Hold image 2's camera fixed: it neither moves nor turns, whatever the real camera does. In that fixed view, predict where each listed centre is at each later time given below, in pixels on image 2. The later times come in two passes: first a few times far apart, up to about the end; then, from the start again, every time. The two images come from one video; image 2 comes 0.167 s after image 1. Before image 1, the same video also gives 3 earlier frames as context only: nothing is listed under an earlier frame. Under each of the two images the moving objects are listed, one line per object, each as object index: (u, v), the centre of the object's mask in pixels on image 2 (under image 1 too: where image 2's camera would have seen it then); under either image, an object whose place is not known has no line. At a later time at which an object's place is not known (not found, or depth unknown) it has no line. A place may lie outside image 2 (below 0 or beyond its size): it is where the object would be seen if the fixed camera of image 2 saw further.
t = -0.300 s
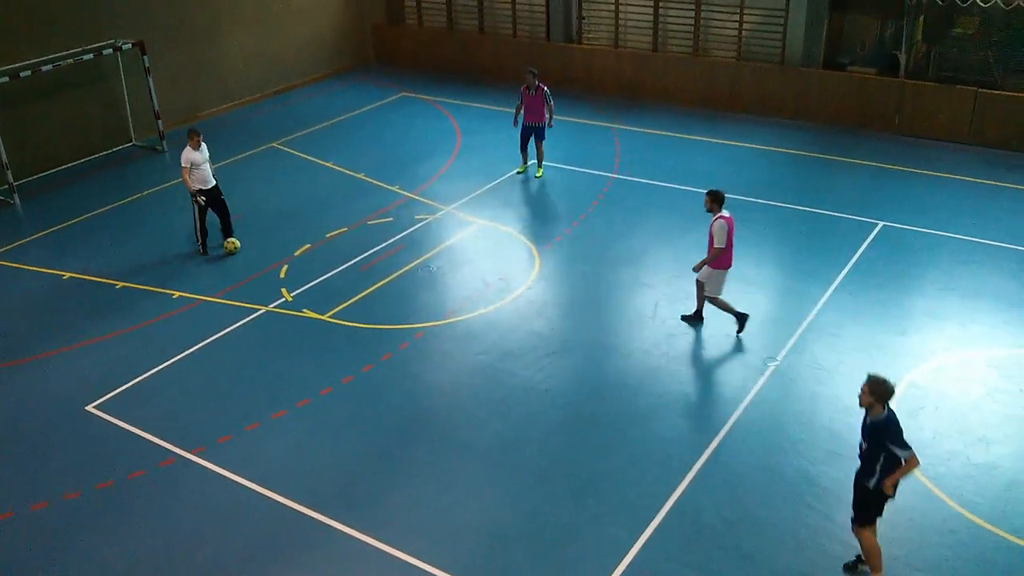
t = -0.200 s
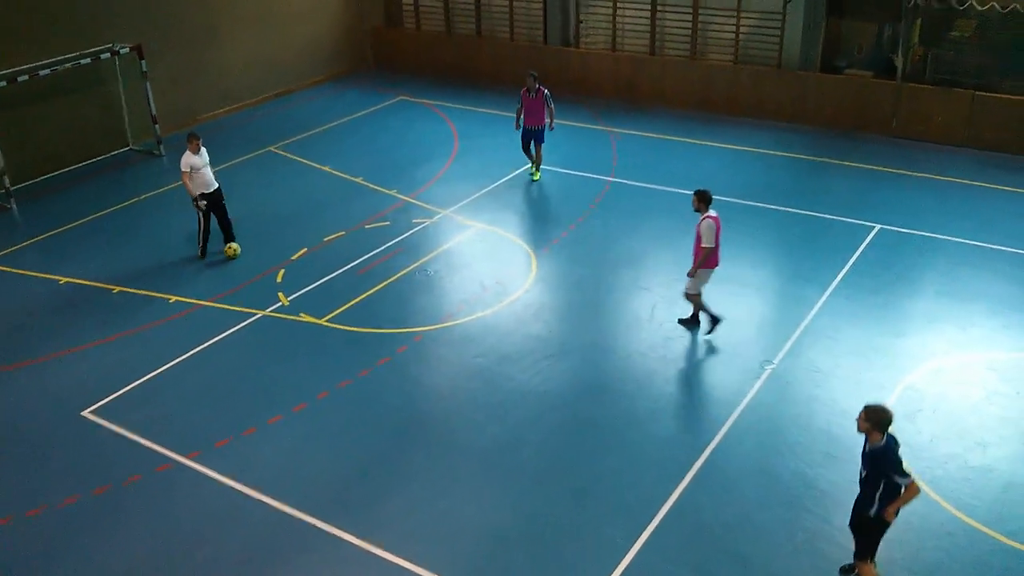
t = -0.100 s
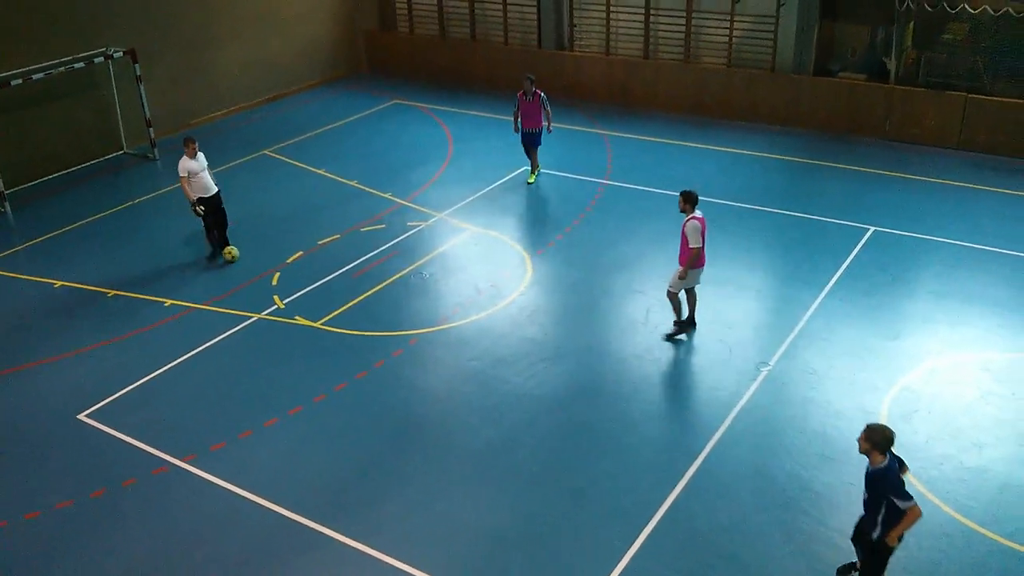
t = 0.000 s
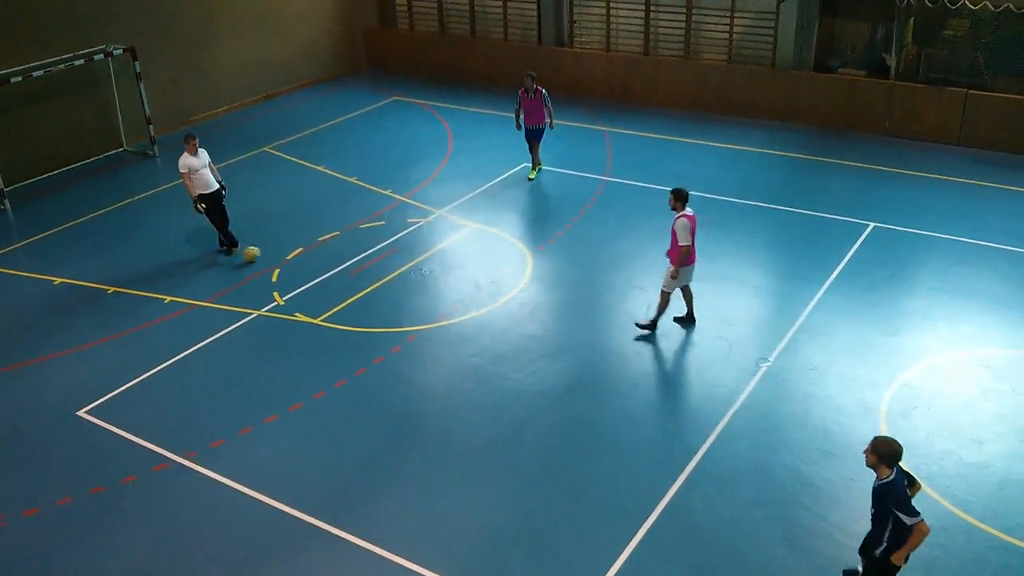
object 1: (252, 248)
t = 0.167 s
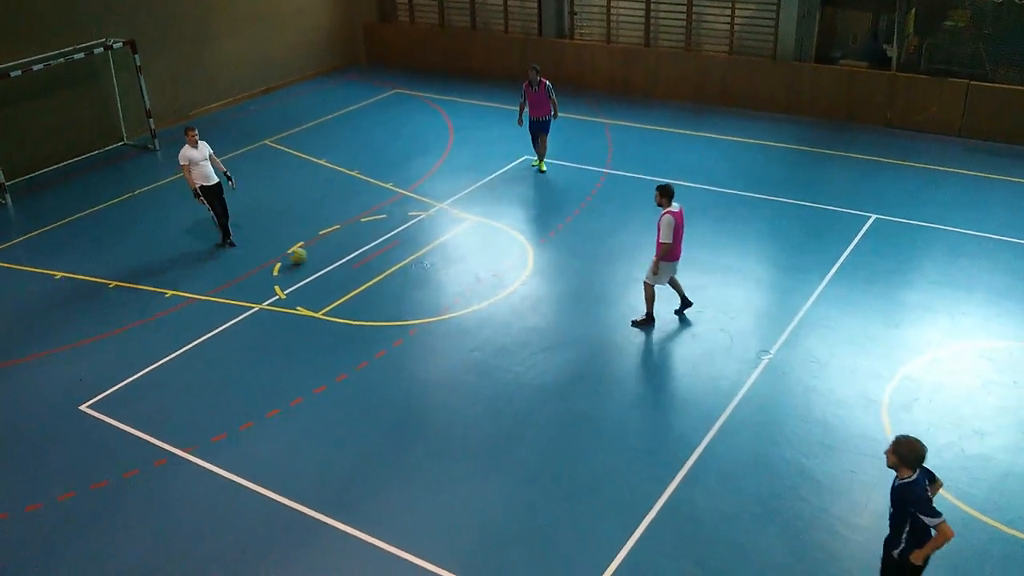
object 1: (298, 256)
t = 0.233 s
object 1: (315, 258)
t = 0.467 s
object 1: (368, 268)
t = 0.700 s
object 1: (419, 277)
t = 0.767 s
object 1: (434, 280)
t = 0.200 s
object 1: (306, 257)
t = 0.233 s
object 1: (315, 258)
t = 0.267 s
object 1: (323, 259)
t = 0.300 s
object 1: (331, 261)
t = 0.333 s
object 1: (339, 263)
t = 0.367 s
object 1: (347, 264)
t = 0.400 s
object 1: (354, 266)
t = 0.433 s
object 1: (361, 267)
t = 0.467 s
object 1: (368, 268)
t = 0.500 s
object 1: (375, 269)
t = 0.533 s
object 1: (383, 270)
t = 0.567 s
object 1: (389, 272)
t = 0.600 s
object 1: (397, 273)
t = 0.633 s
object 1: (404, 274)
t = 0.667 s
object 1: (412, 276)
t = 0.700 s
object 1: (419, 277)
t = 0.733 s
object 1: (427, 278)
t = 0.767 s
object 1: (434, 280)
